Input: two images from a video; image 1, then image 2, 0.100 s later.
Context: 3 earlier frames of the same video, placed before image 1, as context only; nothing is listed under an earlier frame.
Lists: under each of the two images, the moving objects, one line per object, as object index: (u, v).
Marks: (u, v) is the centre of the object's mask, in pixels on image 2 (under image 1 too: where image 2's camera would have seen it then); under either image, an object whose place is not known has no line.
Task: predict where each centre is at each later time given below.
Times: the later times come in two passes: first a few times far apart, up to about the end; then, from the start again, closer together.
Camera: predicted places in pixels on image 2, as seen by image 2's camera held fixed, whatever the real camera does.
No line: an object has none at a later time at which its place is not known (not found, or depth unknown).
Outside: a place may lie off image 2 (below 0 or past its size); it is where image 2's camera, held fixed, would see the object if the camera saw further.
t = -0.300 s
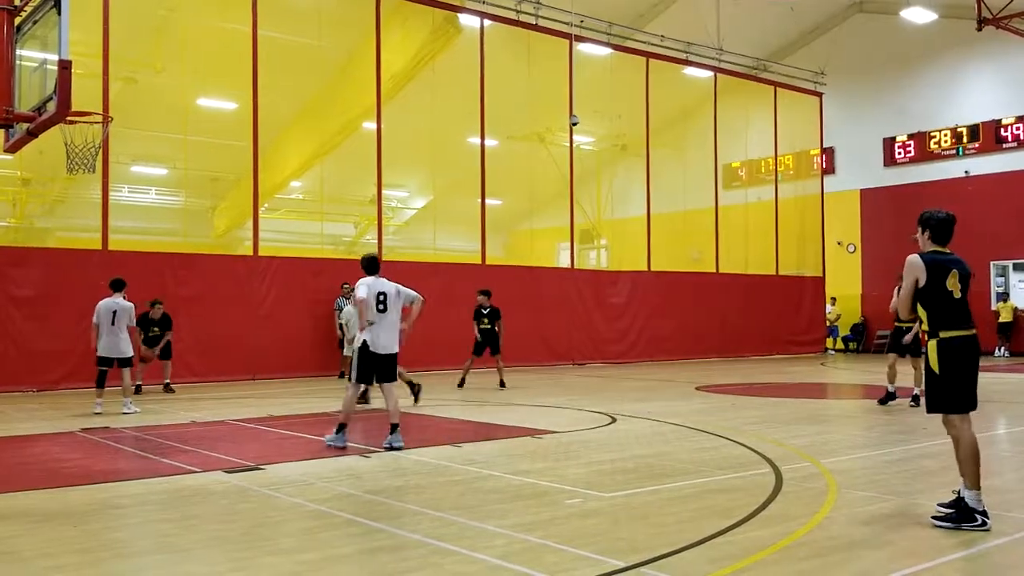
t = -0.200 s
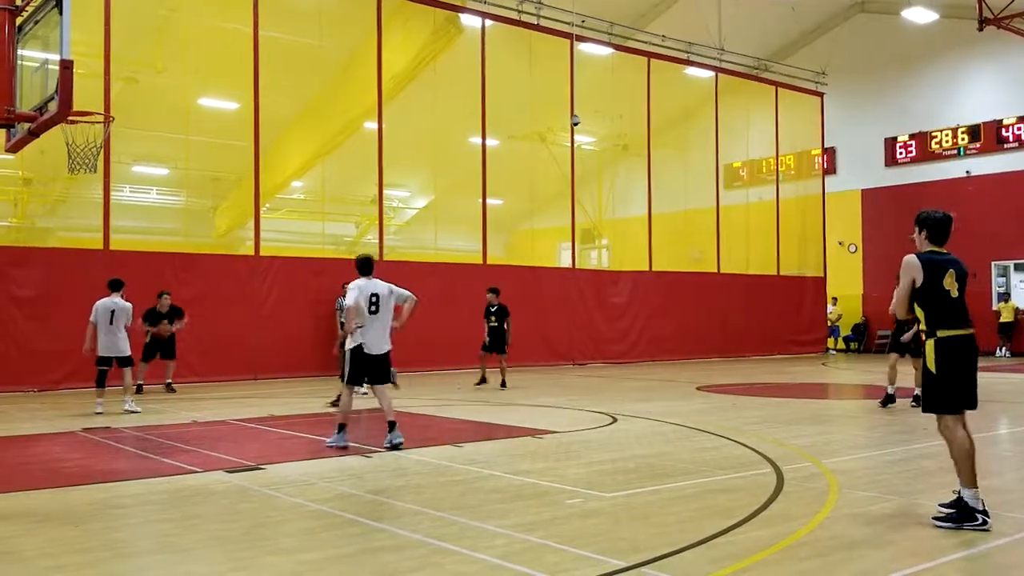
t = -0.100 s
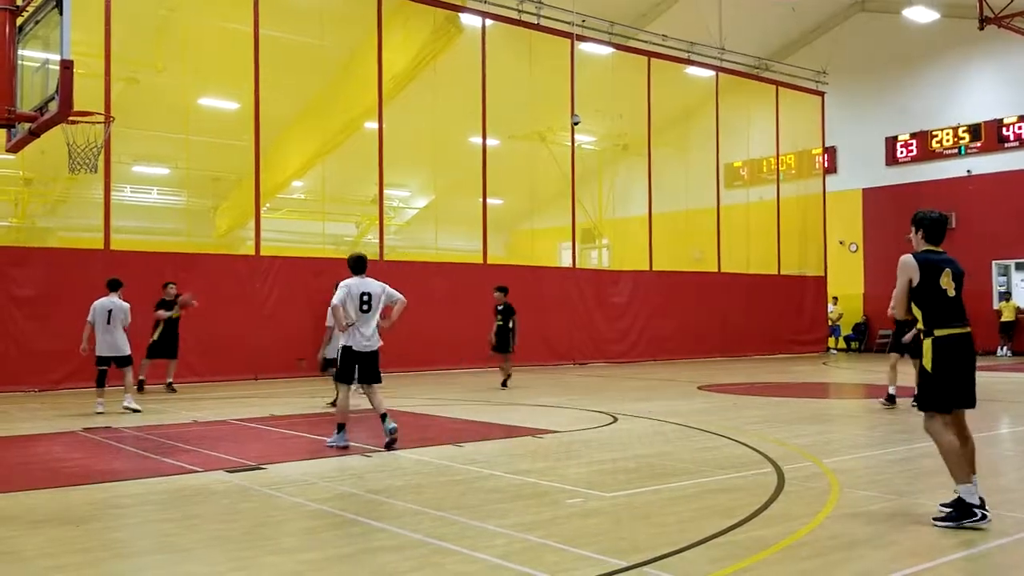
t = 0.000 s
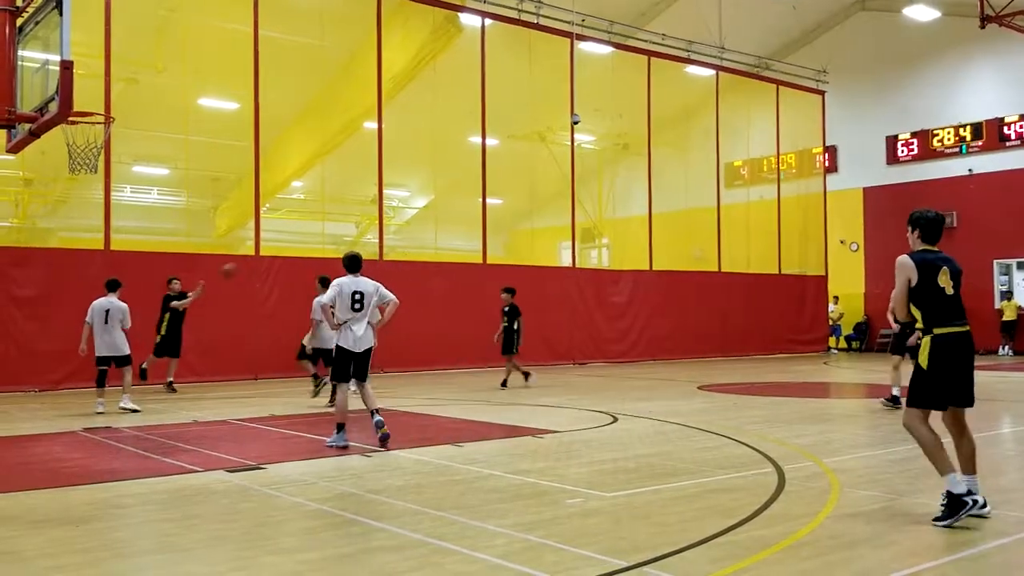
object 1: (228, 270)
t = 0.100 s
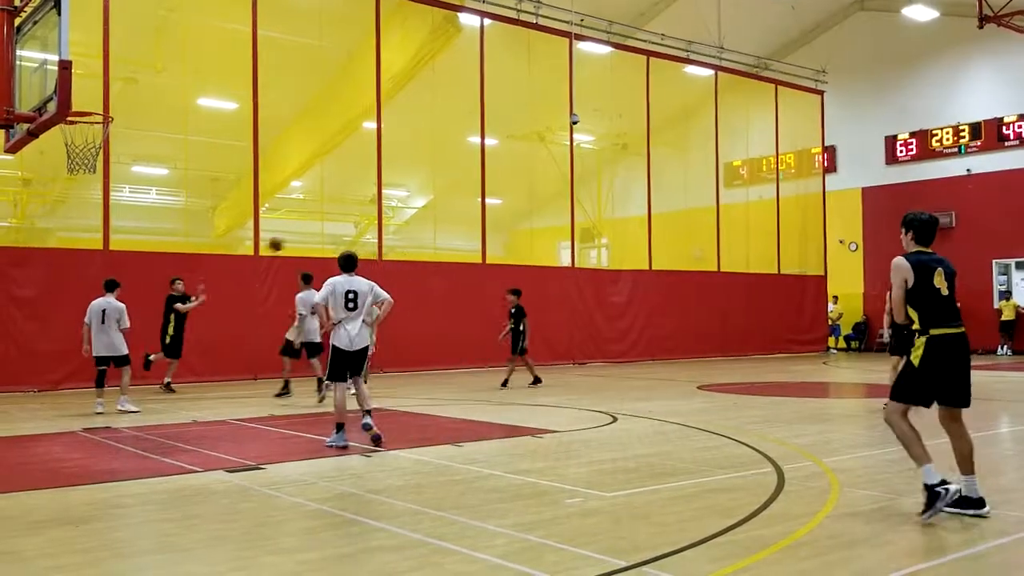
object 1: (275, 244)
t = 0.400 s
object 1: (439, 187)
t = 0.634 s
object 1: (598, 178)
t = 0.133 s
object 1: (291, 236)
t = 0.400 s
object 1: (439, 187)
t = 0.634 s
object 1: (598, 178)
